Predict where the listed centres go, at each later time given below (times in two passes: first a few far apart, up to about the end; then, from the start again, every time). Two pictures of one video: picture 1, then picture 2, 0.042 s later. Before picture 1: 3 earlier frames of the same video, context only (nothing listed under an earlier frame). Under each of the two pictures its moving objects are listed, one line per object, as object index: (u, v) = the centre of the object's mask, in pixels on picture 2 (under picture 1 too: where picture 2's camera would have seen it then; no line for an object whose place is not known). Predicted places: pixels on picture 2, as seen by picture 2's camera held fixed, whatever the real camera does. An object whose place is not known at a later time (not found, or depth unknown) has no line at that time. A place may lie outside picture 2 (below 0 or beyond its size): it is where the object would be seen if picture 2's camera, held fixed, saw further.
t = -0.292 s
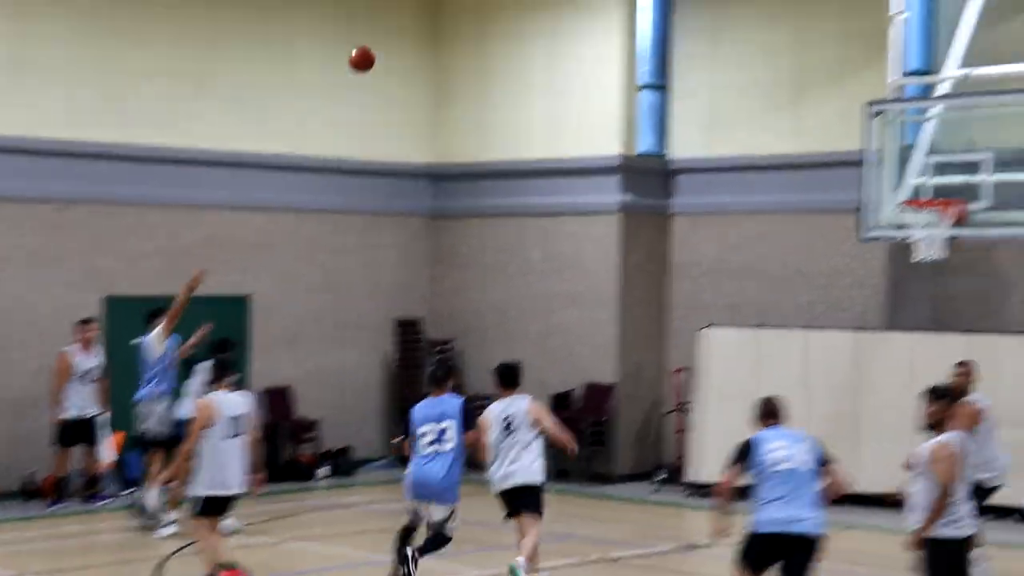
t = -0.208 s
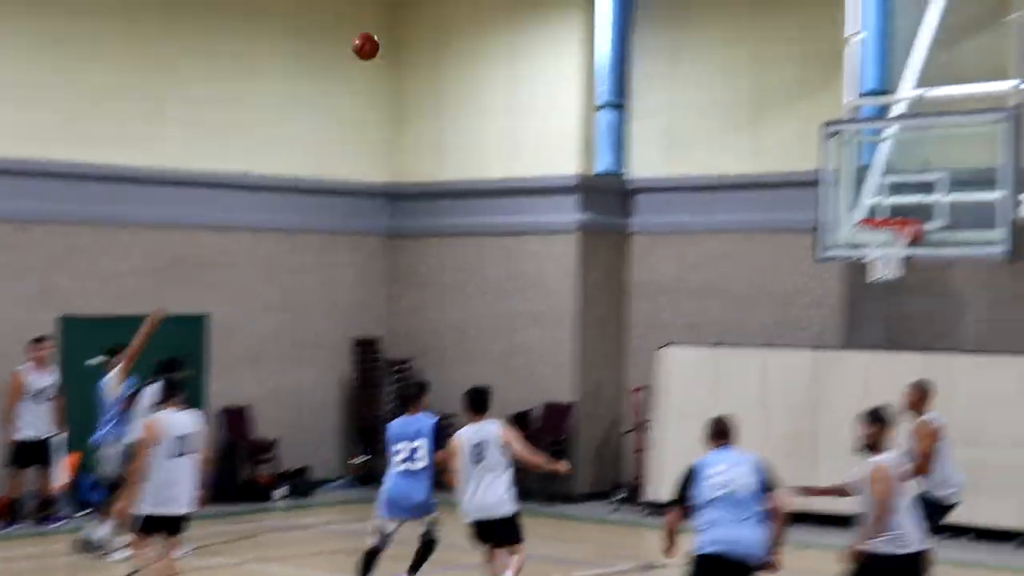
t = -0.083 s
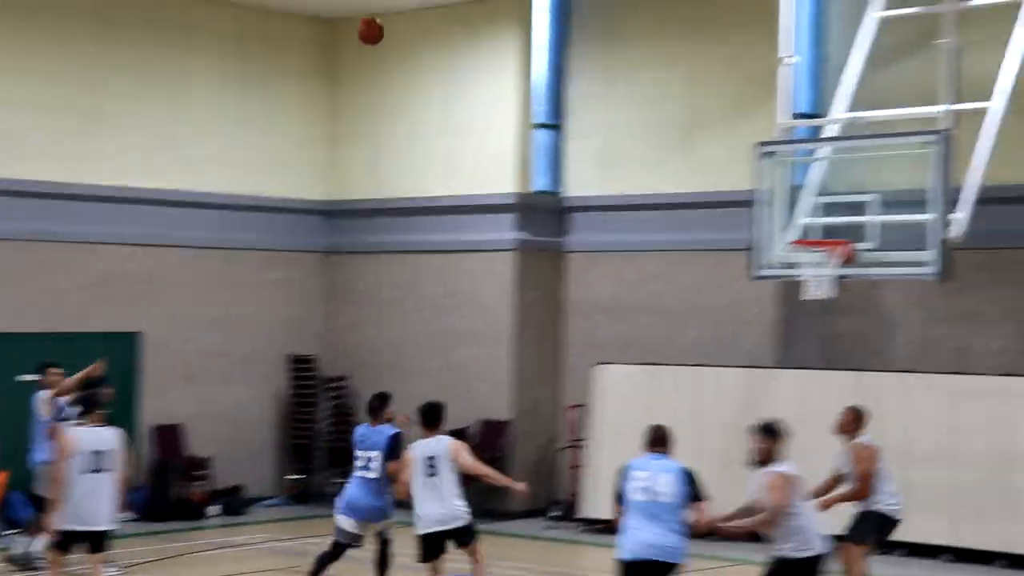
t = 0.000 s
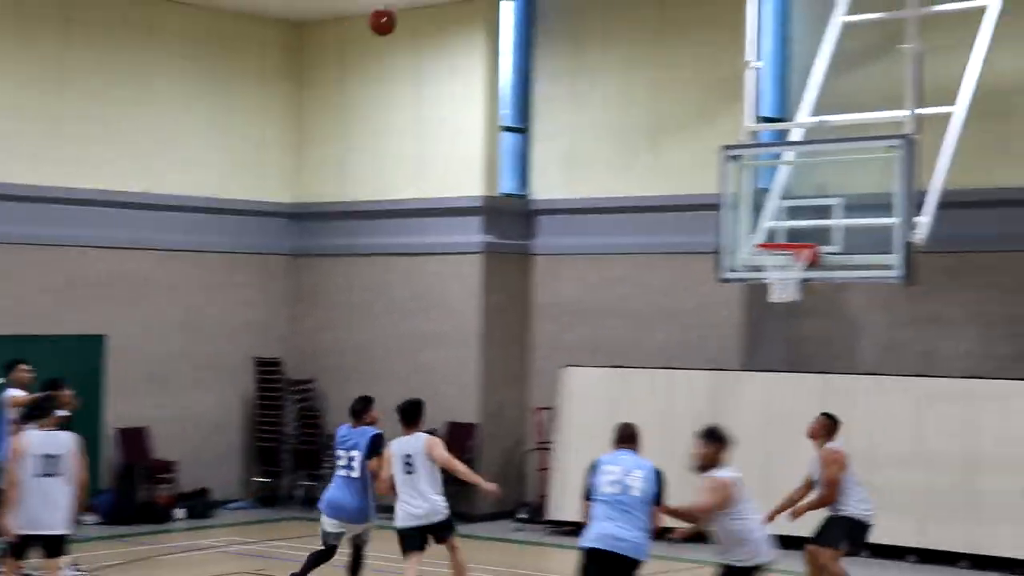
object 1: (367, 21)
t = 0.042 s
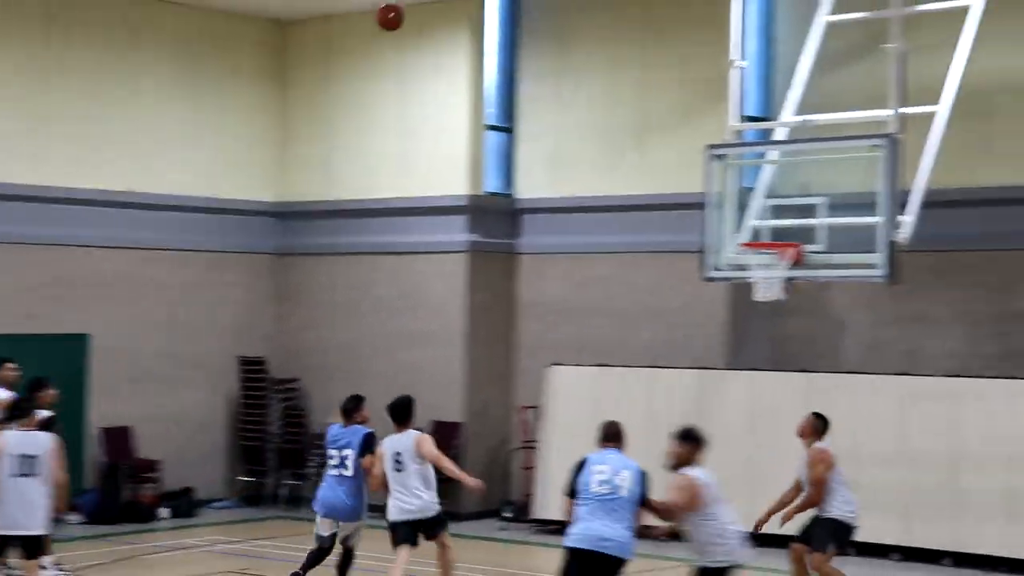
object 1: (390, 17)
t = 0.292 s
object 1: (527, 37)
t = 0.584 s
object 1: (688, 151)
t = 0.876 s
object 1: (811, 283)
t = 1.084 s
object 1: (845, 346)
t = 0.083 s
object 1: (412, 15)
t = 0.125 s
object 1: (435, 16)
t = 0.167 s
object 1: (457, 18)
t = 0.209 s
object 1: (478, 22)
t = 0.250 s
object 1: (504, 29)
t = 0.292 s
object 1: (527, 37)
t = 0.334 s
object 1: (550, 47)
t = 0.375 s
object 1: (572, 59)
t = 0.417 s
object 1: (595, 74)
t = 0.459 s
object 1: (618, 90)
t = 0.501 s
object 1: (644, 109)
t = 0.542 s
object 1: (667, 129)
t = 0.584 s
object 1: (688, 151)
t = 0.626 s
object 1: (713, 176)
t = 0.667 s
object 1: (735, 201)
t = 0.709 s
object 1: (761, 232)
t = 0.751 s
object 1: (787, 258)
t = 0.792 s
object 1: (797, 271)
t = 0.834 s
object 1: (803, 276)
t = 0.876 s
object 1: (811, 283)
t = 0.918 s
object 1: (818, 292)
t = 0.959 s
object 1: (824, 302)
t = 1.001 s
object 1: (831, 315)
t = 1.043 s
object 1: (837, 329)
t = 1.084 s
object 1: (845, 346)
